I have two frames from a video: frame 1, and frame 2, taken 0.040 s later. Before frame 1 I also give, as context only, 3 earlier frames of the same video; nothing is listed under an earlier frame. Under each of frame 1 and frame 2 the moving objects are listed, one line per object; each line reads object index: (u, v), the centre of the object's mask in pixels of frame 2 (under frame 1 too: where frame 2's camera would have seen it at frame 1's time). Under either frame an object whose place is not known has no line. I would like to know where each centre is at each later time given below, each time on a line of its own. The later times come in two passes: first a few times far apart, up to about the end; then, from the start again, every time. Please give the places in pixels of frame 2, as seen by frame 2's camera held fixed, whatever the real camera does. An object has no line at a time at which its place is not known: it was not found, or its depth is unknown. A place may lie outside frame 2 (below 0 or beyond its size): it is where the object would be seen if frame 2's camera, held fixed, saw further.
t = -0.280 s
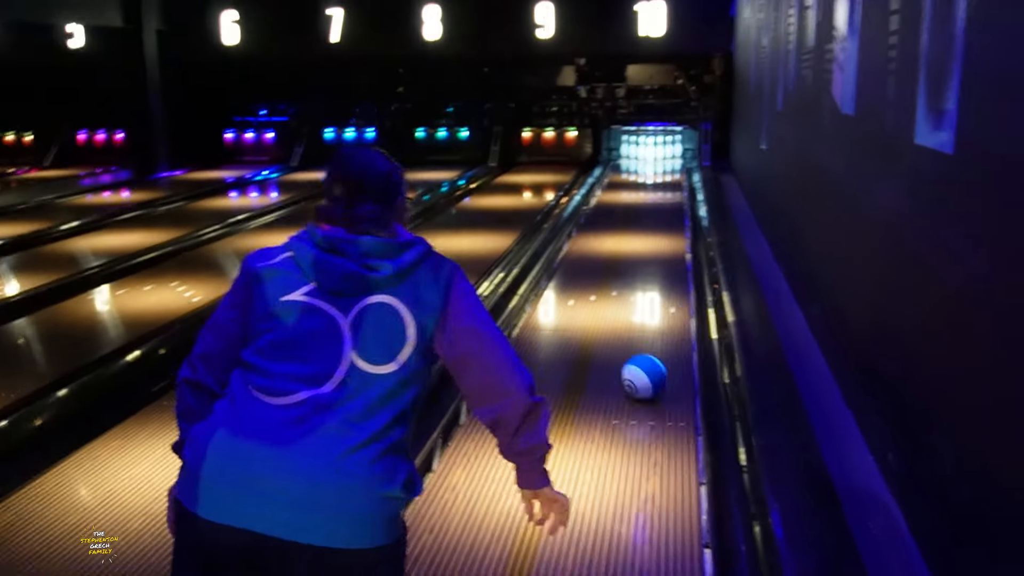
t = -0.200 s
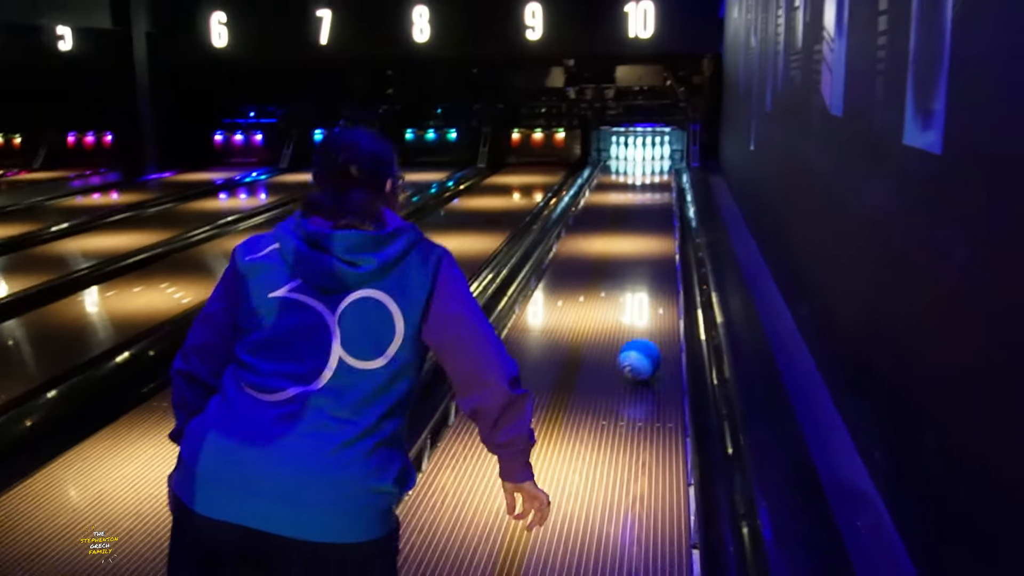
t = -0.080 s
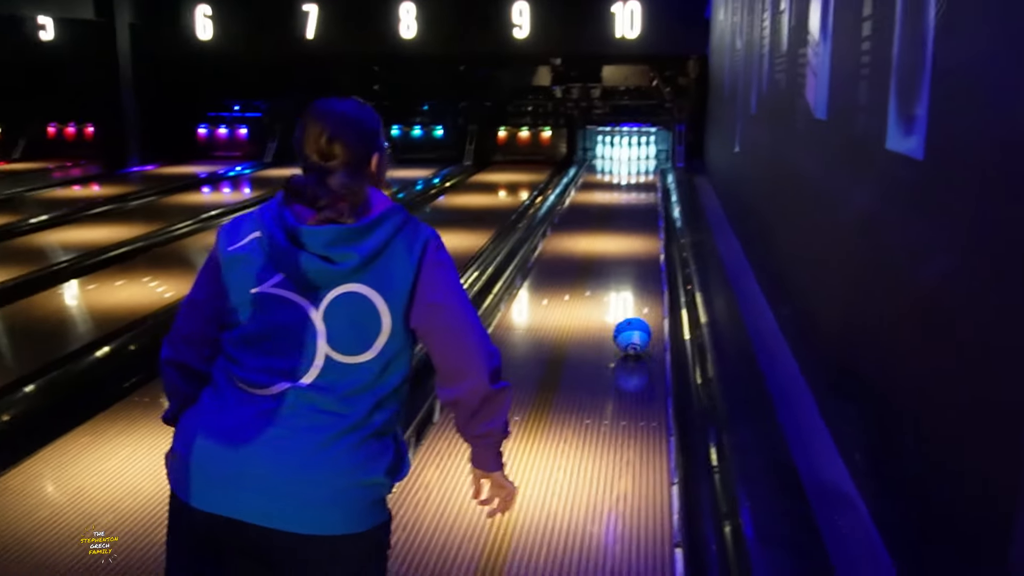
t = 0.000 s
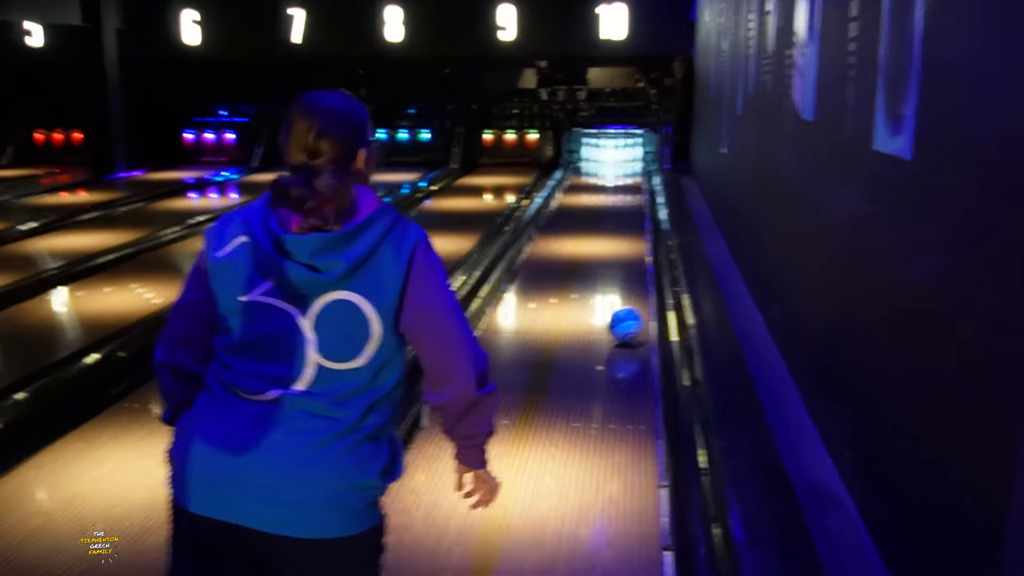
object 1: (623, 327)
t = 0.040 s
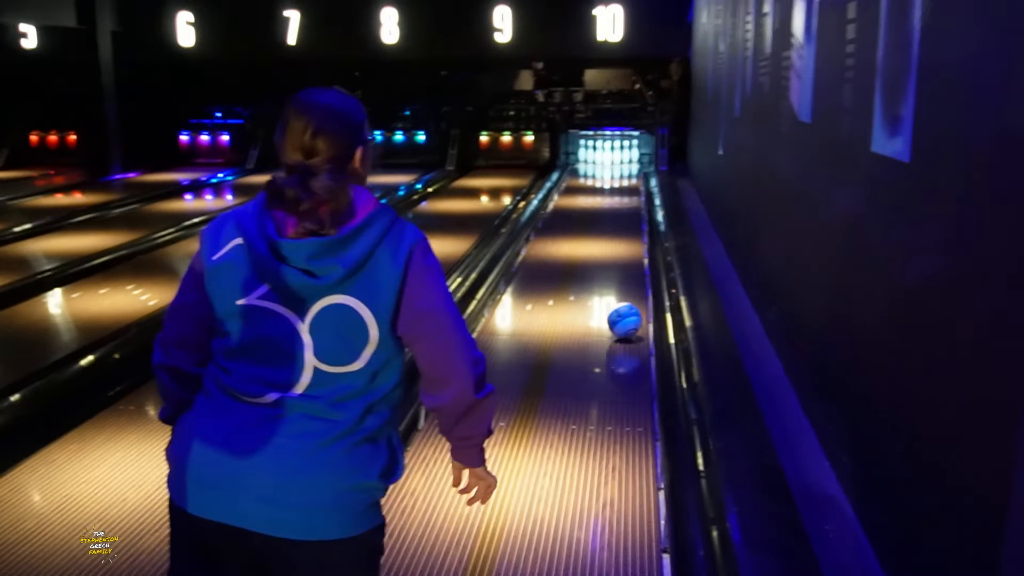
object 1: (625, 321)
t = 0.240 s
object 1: (634, 295)
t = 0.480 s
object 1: (632, 271)
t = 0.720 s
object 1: (629, 253)
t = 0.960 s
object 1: (626, 237)
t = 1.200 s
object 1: (626, 226)
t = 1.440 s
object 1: (625, 218)
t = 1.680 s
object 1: (624, 208)
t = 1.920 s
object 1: (623, 202)
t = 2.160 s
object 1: (623, 195)
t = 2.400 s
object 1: (623, 190)
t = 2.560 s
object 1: (623, 186)
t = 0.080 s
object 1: (627, 314)
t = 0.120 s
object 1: (629, 309)
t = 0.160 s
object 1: (631, 303)
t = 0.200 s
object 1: (632, 299)
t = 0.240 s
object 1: (634, 295)
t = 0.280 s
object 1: (635, 291)
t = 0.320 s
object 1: (635, 286)
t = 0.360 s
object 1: (635, 282)
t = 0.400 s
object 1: (634, 278)
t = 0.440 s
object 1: (633, 275)
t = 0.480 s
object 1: (632, 271)
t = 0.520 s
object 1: (632, 267)
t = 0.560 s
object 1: (631, 264)
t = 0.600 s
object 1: (631, 261)
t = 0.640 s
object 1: (630, 258)
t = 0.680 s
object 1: (630, 256)
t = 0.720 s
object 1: (629, 253)
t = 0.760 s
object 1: (629, 250)
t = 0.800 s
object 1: (628, 247)
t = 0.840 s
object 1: (628, 244)
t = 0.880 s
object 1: (628, 242)
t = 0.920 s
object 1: (627, 239)
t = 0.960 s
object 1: (626, 237)
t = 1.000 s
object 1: (626, 236)
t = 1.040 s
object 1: (626, 233)
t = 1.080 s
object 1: (625, 231)
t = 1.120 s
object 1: (625, 230)
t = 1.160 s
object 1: (626, 228)
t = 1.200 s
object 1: (626, 226)
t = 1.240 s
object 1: (625, 225)
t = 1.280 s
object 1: (625, 223)
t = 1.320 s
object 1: (625, 221)
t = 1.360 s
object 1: (625, 220)
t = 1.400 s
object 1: (625, 218)
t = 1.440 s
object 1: (625, 218)
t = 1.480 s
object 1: (624, 216)
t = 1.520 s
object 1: (624, 215)
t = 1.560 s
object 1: (624, 213)
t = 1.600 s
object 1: (624, 211)
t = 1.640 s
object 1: (624, 210)
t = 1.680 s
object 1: (624, 208)
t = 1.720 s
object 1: (624, 207)
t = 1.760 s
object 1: (624, 207)
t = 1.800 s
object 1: (623, 205)
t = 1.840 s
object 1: (624, 204)
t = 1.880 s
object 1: (623, 203)
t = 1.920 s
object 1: (623, 202)
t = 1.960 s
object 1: (624, 201)
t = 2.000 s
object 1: (624, 200)
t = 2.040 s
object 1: (624, 199)
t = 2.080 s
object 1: (623, 198)
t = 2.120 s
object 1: (624, 197)
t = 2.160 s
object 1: (623, 195)
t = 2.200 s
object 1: (623, 195)
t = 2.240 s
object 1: (623, 194)
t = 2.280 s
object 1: (623, 193)
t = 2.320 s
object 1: (623, 192)
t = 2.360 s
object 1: (623, 191)
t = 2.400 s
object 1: (623, 190)
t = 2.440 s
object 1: (623, 189)
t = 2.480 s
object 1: (623, 187)
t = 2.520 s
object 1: (623, 187)
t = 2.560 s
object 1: (623, 186)
